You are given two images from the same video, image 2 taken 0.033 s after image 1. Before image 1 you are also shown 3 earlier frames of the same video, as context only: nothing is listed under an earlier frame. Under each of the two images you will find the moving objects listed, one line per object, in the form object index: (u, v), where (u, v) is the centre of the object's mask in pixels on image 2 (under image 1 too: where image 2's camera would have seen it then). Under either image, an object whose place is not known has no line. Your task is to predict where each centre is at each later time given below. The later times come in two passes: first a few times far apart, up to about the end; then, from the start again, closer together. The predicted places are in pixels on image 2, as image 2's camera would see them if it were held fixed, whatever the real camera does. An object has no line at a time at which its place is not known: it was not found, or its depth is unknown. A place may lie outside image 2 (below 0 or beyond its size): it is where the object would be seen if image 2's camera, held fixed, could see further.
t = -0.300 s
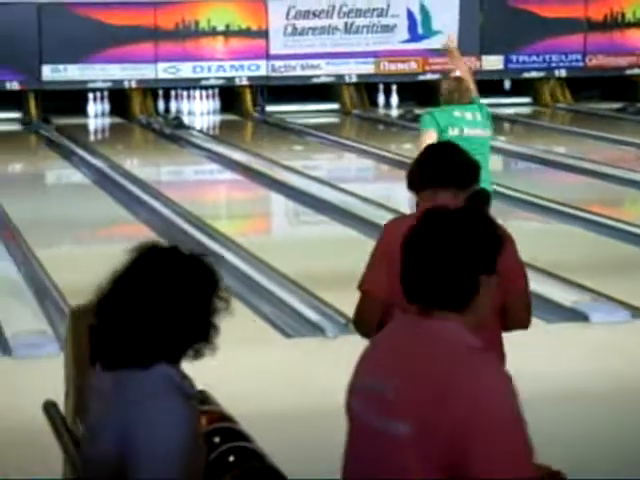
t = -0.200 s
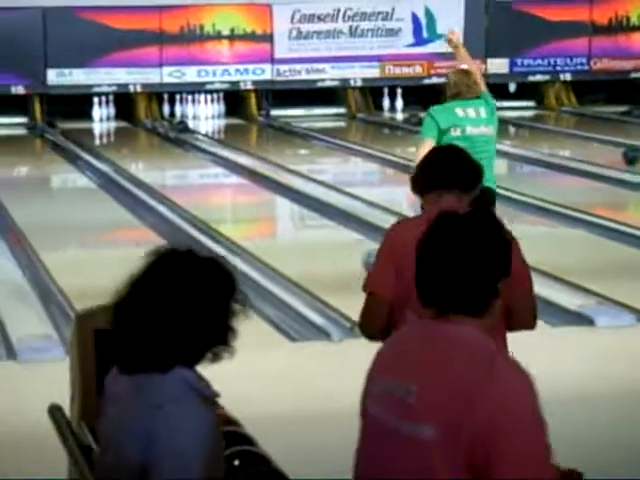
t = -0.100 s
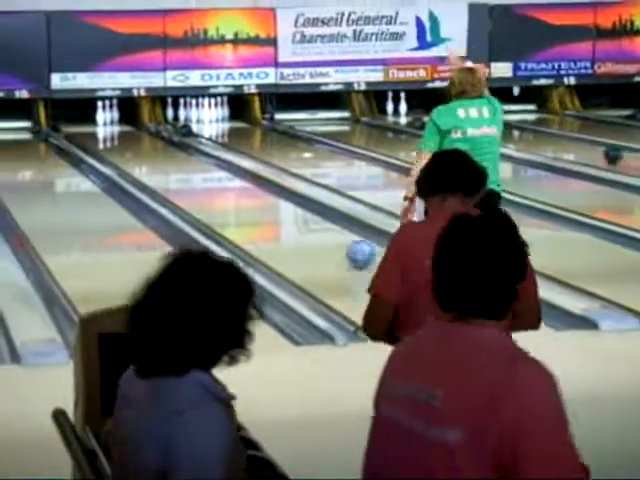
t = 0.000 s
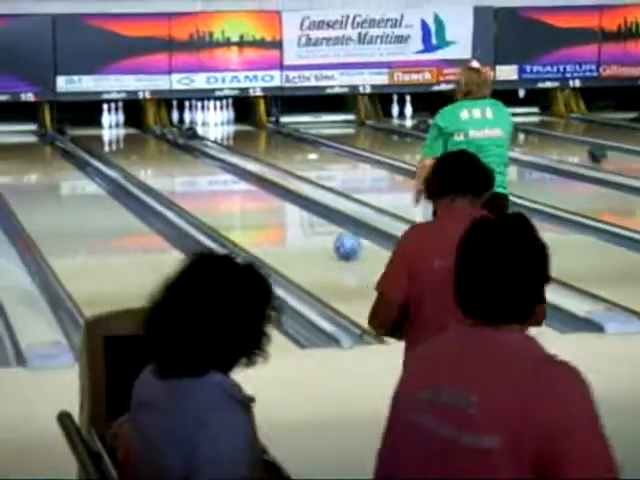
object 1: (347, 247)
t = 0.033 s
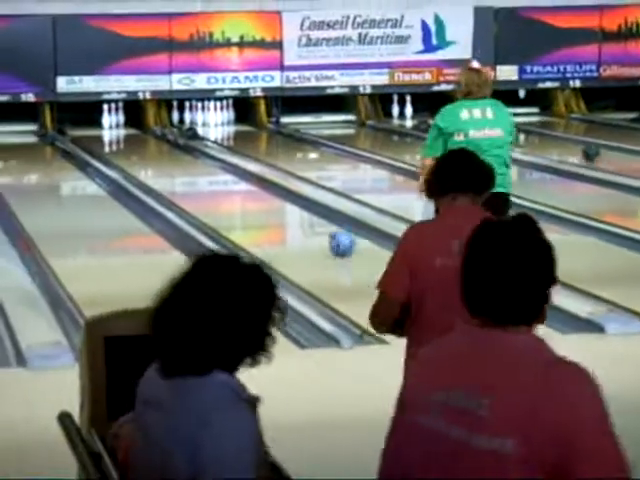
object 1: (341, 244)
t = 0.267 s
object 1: (305, 220)
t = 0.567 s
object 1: (267, 199)
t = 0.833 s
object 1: (238, 182)
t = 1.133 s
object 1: (210, 166)
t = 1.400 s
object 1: (190, 154)
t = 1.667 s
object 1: (173, 145)
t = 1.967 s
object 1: (154, 137)
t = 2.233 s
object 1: (140, 129)
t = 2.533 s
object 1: (124, 123)
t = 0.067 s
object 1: (336, 240)
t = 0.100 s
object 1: (330, 236)
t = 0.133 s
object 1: (325, 233)
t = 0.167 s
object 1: (320, 230)
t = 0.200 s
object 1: (315, 228)
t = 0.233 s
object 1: (309, 224)
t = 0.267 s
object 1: (305, 220)
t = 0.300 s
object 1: (300, 217)
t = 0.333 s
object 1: (295, 214)
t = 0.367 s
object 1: (291, 213)
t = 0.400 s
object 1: (286, 210)
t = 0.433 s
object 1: (282, 207)
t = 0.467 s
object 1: (278, 205)
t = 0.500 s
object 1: (275, 203)
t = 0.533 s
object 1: (271, 201)
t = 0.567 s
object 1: (267, 199)
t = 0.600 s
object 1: (263, 195)
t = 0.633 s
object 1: (259, 193)
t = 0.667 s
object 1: (255, 191)
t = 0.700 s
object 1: (251, 188)
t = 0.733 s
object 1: (248, 187)
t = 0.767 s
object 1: (244, 185)
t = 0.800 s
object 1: (241, 183)
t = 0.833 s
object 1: (238, 182)
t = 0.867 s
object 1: (234, 179)
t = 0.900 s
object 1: (231, 178)
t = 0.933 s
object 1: (228, 175)
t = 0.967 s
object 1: (225, 174)
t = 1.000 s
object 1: (222, 173)
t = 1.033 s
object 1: (219, 171)
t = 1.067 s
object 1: (216, 169)
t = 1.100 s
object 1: (212, 166)
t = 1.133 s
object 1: (210, 166)
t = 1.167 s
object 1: (209, 165)
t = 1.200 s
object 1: (206, 163)
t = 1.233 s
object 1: (203, 161)
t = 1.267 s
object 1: (200, 160)
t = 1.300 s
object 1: (197, 158)
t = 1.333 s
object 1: (195, 158)
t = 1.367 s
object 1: (192, 156)
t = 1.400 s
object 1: (190, 154)
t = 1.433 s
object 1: (187, 153)
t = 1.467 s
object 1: (186, 151)
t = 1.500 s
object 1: (183, 150)
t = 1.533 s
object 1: (181, 149)
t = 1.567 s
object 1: (179, 148)
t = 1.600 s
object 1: (177, 147)
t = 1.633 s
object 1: (174, 146)
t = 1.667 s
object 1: (173, 145)
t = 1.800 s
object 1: (165, 141)
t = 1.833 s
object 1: (161, 139)
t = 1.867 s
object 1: (160, 138)
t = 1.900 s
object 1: (158, 137)
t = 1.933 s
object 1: (156, 137)
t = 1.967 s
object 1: (154, 137)
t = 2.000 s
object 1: (151, 136)
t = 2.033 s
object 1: (149, 134)
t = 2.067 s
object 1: (148, 134)
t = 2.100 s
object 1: (145, 132)
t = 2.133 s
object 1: (144, 131)
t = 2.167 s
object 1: (142, 130)
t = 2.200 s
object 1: (141, 129)
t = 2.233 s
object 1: (140, 129)
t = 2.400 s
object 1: (129, 125)
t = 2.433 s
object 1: (126, 124)
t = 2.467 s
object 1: (126, 123)
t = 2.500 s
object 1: (125, 124)
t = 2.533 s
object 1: (124, 123)
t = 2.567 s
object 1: (120, 122)
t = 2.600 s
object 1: (118, 122)
